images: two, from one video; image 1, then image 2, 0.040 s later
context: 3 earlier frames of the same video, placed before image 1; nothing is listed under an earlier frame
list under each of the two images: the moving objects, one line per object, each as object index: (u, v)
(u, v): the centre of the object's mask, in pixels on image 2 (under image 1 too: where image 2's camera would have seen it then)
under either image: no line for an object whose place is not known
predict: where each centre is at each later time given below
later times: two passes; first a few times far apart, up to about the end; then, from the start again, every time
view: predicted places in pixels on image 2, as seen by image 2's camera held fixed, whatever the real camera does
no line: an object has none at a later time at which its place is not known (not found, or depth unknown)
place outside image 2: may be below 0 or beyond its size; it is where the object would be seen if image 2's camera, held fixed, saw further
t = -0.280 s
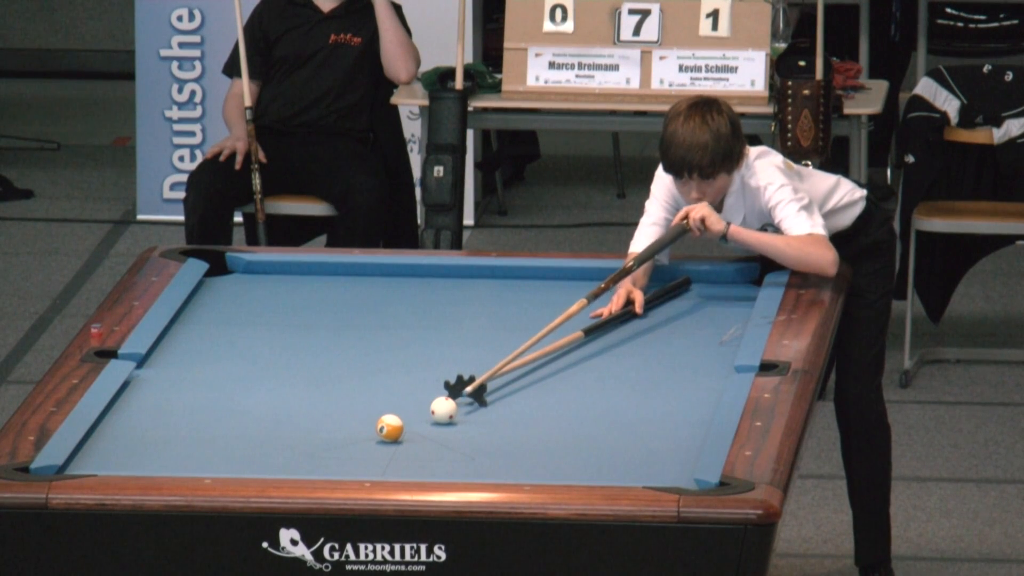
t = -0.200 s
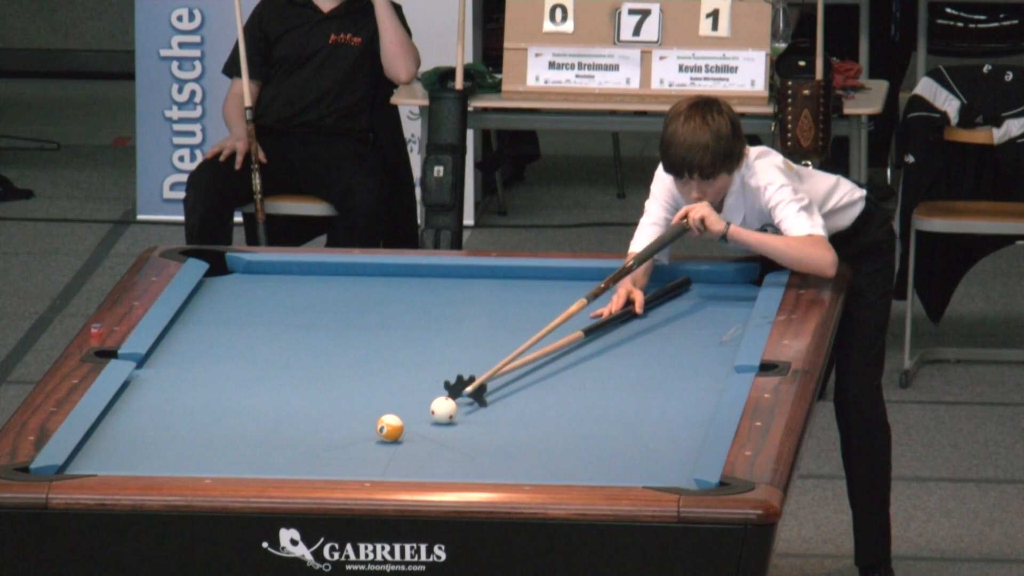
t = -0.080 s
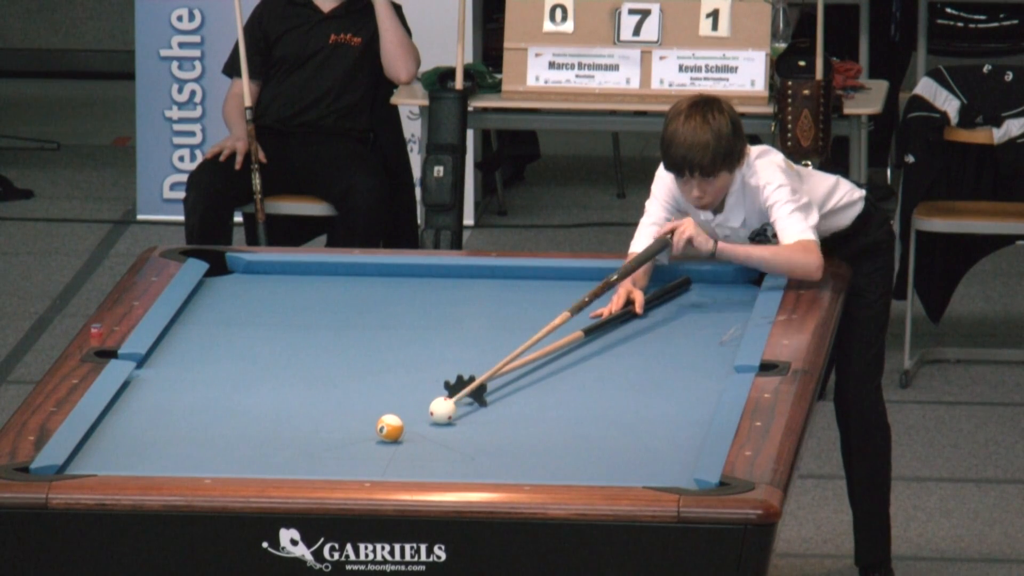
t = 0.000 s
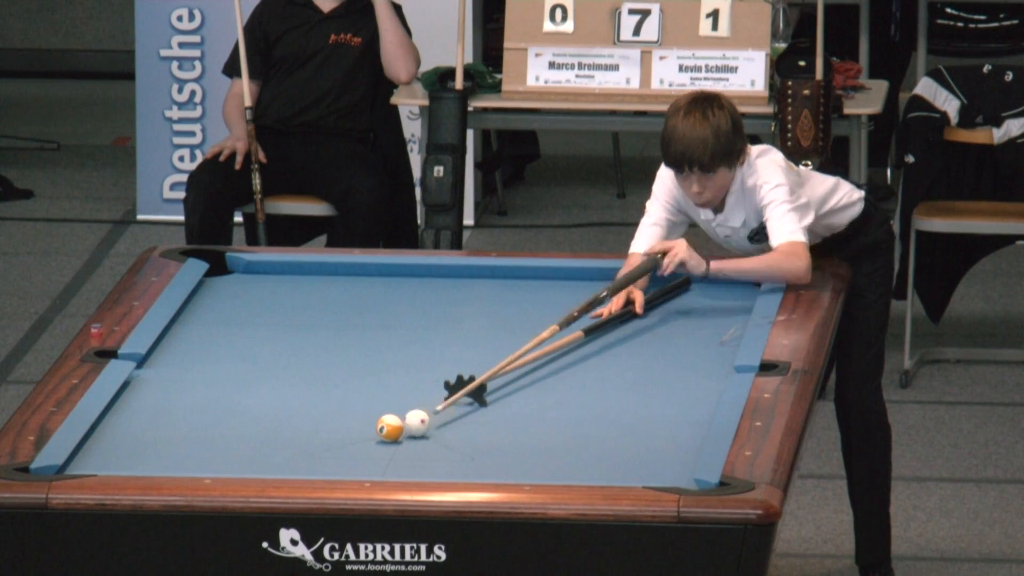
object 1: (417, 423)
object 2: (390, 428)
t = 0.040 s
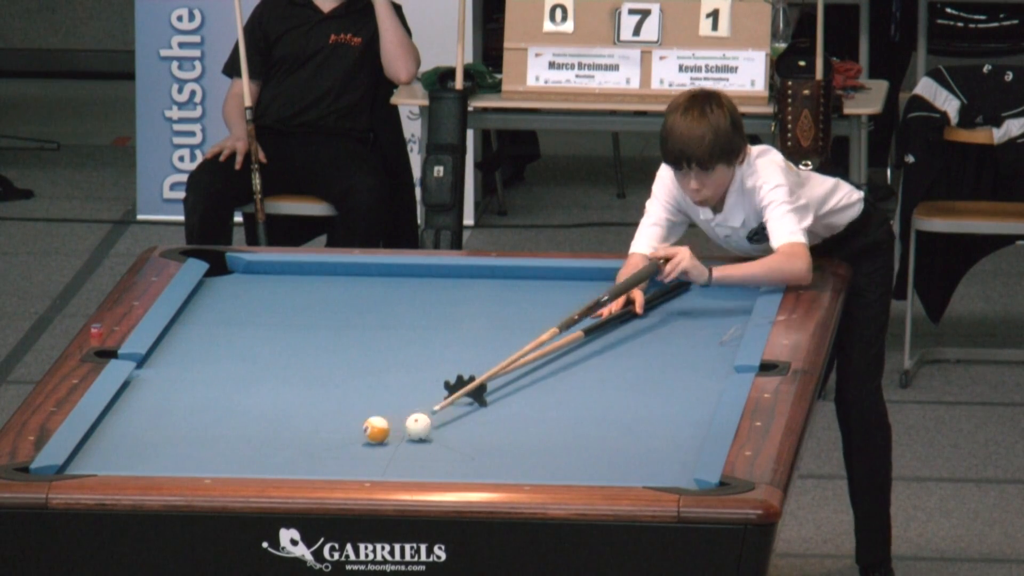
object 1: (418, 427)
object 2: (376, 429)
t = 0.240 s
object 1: (450, 442)
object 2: (292, 442)
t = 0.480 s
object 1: (484, 459)
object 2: (207, 455)
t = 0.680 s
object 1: (512, 471)
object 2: (137, 462)
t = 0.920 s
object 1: (547, 473)
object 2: (52, 472)
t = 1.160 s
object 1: (582, 469)
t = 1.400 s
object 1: (615, 461)
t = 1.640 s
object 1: (647, 454)
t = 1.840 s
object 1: (672, 448)
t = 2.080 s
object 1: (690, 441)
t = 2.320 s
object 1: (679, 436)
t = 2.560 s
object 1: (668, 431)
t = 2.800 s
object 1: (659, 427)
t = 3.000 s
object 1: (652, 423)
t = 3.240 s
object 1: (644, 420)
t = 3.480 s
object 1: (637, 417)
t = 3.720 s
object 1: (631, 414)
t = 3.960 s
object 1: (627, 412)
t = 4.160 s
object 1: (623, 411)
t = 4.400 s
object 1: (621, 409)
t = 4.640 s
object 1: (618, 408)
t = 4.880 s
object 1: (618, 408)
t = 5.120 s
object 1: (617, 408)
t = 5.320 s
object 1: (617, 408)
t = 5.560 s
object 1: (617, 408)
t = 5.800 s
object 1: (617, 408)
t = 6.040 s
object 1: (617, 408)
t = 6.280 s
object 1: (617, 408)
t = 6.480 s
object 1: (617, 408)
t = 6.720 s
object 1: (617, 408)
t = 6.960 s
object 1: (617, 408)
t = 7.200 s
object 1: (617, 408)
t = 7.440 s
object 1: (617, 408)
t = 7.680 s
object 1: (617, 408)
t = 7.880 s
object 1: (617, 408)
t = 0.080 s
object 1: (426, 430)
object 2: (356, 432)
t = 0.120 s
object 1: (433, 433)
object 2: (338, 435)
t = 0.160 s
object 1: (438, 436)
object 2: (321, 438)
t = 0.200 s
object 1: (445, 439)
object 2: (307, 440)
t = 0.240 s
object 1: (450, 442)
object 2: (292, 442)
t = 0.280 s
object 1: (456, 445)
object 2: (278, 445)
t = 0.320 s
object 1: (461, 448)
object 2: (264, 446)
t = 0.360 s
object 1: (467, 450)
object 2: (249, 449)
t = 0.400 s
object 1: (472, 454)
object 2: (236, 450)
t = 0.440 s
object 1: (478, 457)
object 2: (221, 452)
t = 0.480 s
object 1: (484, 459)
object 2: (207, 455)
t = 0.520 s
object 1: (489, 462)
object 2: (193, 457)
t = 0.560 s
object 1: (495, 465)
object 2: (179, 459)
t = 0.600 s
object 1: (501, 467)
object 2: (165, 459)
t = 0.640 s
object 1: (506, 469)
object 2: (150, 461)
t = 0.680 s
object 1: (512, 471)
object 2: (137, 462)
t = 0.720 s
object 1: (517, 472)
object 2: (123, 463)
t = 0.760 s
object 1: (523, 474)
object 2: (108, 464)
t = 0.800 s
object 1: (529, 476)
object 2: (94, 465)
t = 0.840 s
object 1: (535, 475)
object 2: (80, 467)
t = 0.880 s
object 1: (541, 474)
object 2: (66, 468)
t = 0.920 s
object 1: (547, 473)
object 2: (52, 472)
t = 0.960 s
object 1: (553, 473)
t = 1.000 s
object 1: (558, 472)
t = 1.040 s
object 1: (564, 471)
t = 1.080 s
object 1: (570, 470)
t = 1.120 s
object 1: (577, 469)
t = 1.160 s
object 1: (582, 469)
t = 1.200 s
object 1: (588, 468)
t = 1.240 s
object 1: (593, 467)
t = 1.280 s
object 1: (599, 466)
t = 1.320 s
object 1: (604, 464)
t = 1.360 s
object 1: (610, 463)
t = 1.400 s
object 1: (615, 461)
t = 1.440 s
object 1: (620, 460)
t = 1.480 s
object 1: (626, 459)
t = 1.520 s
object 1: (631, 458)
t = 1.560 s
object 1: (636, 457)
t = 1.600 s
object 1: (641, 455)
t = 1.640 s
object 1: (647, 454)
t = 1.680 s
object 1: (652, 453)
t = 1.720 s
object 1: (657, 451)
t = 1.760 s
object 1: (662, 450)
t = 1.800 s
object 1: (667, 449)
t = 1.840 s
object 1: (672, 448)
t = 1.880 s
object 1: (677, 447)
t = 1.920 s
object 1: (682, 446)
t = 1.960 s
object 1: (687, 444)
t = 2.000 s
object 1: (691, 443)
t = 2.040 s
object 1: (691, 442)
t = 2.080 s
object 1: (690, 441)
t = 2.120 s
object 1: (688, 441)
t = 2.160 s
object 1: (686, 439)
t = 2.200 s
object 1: (684, 439)
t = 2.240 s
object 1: (682, 438)
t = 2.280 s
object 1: (680, 437)
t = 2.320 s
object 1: (679, 436)
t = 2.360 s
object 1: (677, 435)
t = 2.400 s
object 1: (675, 434)
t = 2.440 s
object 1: (673, 433)
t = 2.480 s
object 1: (671, 433)
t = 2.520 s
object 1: (670, 432)
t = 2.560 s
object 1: (668, 431)
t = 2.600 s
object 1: (666, 430)
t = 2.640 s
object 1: (665, 429)
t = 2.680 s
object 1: (663, 429)
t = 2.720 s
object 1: (662, 428)
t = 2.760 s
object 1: (660, 427)
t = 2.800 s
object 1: (659, 427)
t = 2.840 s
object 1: (657, 426)
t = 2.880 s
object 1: (655, 425)
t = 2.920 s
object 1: (654, 425)
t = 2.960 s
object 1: (653, 424)
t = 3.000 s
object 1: (652, 423)
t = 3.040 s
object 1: (651, 423)
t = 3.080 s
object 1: (649, 422)
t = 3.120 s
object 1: (648, 421)
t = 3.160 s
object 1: (647, 421)
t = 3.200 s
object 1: (645, 420)
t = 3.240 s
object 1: (644, 420)
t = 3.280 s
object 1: (643, 419)
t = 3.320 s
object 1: (641, 419)
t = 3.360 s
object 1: (640, 418)
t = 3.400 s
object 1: (639, 417)
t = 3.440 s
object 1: (638, 417)
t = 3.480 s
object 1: (637, 417)
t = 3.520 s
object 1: (636, 416)
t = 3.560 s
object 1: (635, 416)
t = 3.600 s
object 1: (634, 415)
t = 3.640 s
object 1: (633, 415)
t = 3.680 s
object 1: (632, 415)
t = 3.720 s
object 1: (631, 414)
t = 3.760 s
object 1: (630, 414)
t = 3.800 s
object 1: (630, 413)
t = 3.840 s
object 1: (629, 413)
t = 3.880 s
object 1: (628, 413)
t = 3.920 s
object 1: (627, 413)
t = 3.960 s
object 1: (627, 412)
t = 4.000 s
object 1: (626, 412)
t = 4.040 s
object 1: (625, 412)
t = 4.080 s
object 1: (625, 411)
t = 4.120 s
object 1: (624, 411)
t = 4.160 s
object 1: (623, 411)
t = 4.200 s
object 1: (623, 410)
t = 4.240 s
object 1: (622, 410)
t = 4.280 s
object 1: (622, 410)
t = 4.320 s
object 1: (621, 410)
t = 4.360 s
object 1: (621, 410)
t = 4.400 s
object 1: (621, 409)
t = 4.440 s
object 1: (620, 409)
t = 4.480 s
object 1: (620, 409)
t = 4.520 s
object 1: (620, 409)
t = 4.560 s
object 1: (619, 409)
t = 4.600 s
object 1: (619, 409)
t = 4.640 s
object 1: (618, 408)
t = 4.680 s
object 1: (618, 408)
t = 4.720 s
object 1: (618, 408)
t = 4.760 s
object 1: (618, 408)
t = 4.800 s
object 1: (618, 408)
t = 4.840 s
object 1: (618, 408)
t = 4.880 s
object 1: (618, 408)
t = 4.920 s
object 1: (618, 408)
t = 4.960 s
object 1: (617, 408)
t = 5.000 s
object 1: (617, 408)
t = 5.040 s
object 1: (617, 408)
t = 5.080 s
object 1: (617, 408)
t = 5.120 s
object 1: (617, 408)
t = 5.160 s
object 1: (617, 408)
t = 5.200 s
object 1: (617, 408)
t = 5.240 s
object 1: (617, 408)
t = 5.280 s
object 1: (617, 408)
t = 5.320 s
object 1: (617, 408)
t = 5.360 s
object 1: (617, 408)
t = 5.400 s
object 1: (617, 408)
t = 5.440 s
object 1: (617, 408)
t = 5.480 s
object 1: (617, 408)
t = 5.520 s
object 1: (617, 408)
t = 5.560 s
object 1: (617, 408)
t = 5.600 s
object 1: (617, 408)
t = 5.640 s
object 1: (617, 408)
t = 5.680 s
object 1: (617, 408)
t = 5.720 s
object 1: (617, 408)
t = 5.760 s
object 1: (617, 408)
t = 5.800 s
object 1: (617, 408)
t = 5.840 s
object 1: (617, 408)
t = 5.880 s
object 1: (617, 408)
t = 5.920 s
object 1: (617, 408)
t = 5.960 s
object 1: (617, 408)
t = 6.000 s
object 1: (617, 408)
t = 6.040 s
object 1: (617, 408)
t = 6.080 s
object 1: (617, 408)
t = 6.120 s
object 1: (617, 408)
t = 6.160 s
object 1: (617, 408)
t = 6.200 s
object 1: (617, 408)
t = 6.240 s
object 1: (617, 408)
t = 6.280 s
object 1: (617, 408)
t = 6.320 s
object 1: (617, 408)
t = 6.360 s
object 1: (617, 408)
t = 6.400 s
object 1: (617, 408)
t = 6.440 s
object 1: (617, 408)
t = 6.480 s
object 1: (617, 408)
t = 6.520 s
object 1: (617, 408)
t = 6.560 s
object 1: (617, 408)
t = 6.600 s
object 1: (617, 408)
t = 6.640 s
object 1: (617, 408)
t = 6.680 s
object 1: (617, 408)
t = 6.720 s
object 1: (617, 408)
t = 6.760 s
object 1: (617, 408)
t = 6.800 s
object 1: (617, 408)
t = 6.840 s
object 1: (617, 408)
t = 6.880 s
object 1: (617, 408)
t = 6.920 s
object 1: (617, 408)
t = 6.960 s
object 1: (617, 408)
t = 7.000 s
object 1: (617, 408)
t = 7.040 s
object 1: (617, 408)
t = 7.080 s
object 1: (617, 408)
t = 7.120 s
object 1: (617, 408)
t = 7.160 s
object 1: (617, 408)
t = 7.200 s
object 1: (617, 408)
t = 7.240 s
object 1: (617, 408)
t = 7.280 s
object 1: (617, 408)
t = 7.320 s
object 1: (617, 408)
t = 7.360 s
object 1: (617, 408)
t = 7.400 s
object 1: (617, 408)
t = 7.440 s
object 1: (617, 408)
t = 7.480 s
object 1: (617, 408)
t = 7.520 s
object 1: (617, 408)
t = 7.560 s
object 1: (617, 408)
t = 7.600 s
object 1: (617, 408)
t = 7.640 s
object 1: (617, 408)
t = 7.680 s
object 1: (617, 408)
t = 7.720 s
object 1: (617, 408)
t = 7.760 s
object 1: (617, 408)
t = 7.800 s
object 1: (617, 408)
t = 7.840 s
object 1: (617, 408)
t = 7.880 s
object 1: (617, 408)
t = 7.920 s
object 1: (617, 408)
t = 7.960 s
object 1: (617, 408)
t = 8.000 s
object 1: (617, 408)
